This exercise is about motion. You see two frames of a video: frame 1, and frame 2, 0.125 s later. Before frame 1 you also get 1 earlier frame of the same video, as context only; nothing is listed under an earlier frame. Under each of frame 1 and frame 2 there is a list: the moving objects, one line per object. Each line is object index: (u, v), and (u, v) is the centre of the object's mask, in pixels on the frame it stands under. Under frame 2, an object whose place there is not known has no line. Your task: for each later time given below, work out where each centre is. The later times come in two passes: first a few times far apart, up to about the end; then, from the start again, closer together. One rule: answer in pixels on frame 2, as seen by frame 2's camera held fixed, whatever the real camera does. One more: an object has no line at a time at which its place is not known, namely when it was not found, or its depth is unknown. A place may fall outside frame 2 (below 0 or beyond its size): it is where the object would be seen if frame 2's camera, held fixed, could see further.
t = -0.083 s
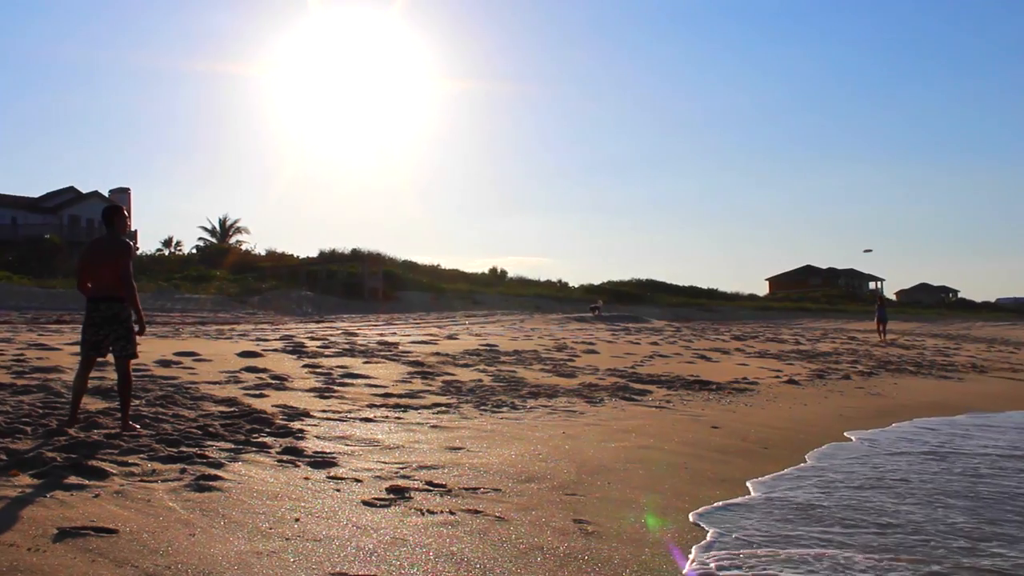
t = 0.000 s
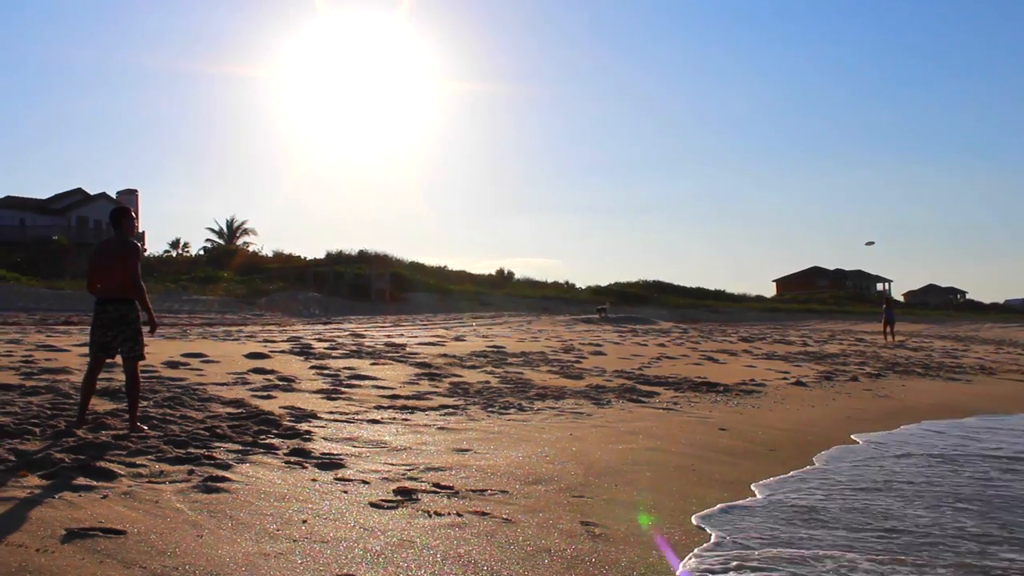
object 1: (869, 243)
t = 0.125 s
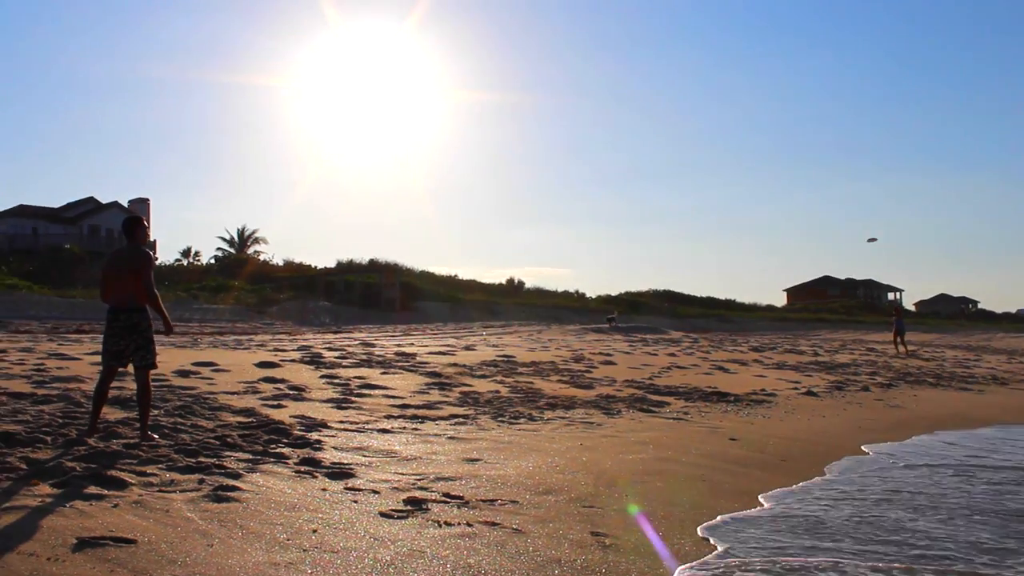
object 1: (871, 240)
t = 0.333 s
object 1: (855, 219)
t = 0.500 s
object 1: (839, 204)
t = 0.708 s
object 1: (818, 186)
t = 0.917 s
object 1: (794, 170)
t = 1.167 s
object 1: (762, 153)
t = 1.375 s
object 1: (733, 140)
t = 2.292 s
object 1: (585, 101)
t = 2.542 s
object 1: (539, 99)
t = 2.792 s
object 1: (495, 102)
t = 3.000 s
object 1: (459, 105)
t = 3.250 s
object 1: (417, 112)
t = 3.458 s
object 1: (382, 122)
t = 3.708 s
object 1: (348, 139)
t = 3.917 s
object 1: (322, 157)
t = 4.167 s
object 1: (297, 184)
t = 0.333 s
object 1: (855, 219)
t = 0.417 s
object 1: (847, 211)
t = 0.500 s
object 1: (839, 204)
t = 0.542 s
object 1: (835, 200)
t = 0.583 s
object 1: (831, 197)
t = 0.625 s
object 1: (827, 194)
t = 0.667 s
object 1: (822, 189)
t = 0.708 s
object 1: (818, 186)
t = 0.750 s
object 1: (814, 183)
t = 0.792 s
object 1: (809, 179)
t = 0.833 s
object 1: (803, 176)
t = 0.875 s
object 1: (799, 173)
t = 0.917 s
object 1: (794, 170)
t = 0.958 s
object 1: (788, 167)
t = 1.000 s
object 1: (784, 164)
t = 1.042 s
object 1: (779, 161)
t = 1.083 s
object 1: (773, 158)
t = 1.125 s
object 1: (768, 156)
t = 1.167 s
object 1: (762, 153)
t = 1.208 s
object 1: (757, 150)
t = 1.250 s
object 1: (751, 147)
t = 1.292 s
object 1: (745, 145)
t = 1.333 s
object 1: (738, 142)
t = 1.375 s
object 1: (733, 140)
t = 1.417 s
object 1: (727, 137)
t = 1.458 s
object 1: (721, 135)
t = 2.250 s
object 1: (592, 102)
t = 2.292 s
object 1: (585, 101)
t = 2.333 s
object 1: (577, 101)
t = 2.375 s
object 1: (570, 100)
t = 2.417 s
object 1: (562, 100)
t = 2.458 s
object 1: (555, 100)
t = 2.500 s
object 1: (547, 99)
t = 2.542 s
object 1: (539, 99)
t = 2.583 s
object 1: (532, 100)
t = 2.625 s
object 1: (524, 100)
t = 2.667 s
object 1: (517, 100)
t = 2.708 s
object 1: (510, 100)
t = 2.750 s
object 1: (502, 100)
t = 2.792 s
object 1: (495, 102)
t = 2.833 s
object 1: (488, 102)
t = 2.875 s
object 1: (480, 102)
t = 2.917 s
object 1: (472, 103)
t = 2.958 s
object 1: (466, 104)
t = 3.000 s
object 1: (459, 105)
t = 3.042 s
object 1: (452, 106)
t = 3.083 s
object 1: (445, 107)
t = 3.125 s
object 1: (437, 108)
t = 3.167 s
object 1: (431, 109)
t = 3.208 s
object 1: (424, 111)
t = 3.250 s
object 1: (417, 112)
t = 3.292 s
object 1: (411, 114)
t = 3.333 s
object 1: (405, 116)
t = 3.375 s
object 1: (401, 118)
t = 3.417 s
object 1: (391, 121)
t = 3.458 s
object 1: (382, 122)
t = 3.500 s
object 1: (378, 124)
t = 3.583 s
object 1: (367, 130)
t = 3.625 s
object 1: (360, 133)
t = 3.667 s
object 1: (354, 136)
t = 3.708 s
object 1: (348, 139)
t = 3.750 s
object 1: (343, 142)
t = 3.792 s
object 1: (337, 146)
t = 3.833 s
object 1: (332, 150)
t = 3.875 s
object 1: (327, 153)
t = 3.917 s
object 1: (322, 157)
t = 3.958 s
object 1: (317, 161)
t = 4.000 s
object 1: (313, 166)
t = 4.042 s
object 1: (309, 170)
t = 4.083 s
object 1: (305, 175)
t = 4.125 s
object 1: (301, 180)
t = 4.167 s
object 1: (297, 184)
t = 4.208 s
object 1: (294, 190)
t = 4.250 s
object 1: (291, 195)
